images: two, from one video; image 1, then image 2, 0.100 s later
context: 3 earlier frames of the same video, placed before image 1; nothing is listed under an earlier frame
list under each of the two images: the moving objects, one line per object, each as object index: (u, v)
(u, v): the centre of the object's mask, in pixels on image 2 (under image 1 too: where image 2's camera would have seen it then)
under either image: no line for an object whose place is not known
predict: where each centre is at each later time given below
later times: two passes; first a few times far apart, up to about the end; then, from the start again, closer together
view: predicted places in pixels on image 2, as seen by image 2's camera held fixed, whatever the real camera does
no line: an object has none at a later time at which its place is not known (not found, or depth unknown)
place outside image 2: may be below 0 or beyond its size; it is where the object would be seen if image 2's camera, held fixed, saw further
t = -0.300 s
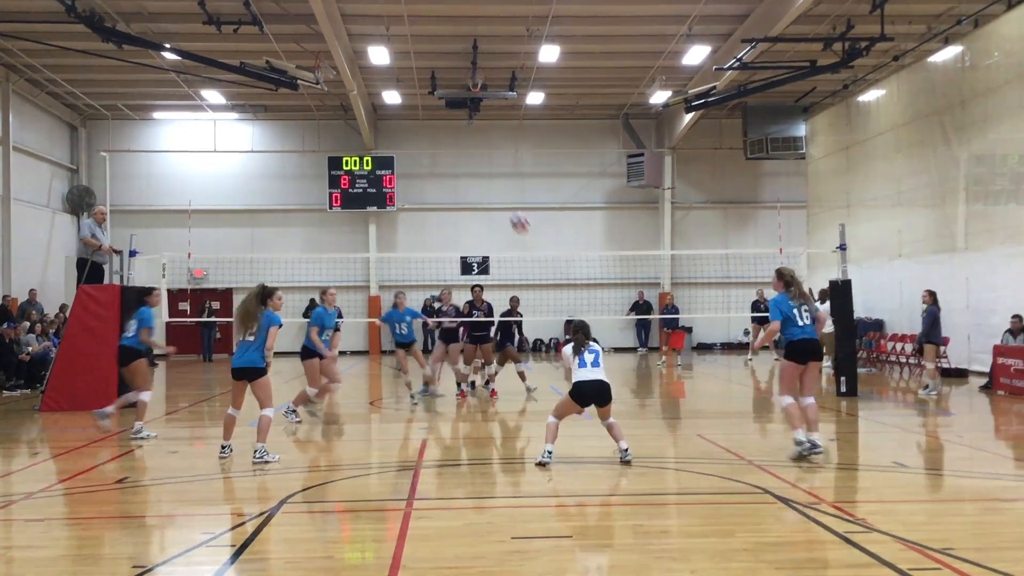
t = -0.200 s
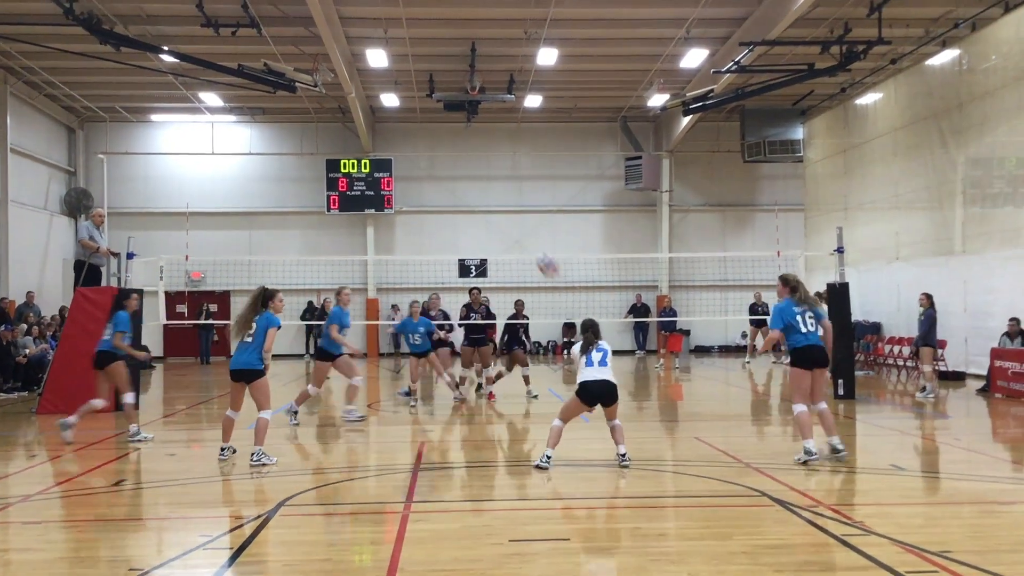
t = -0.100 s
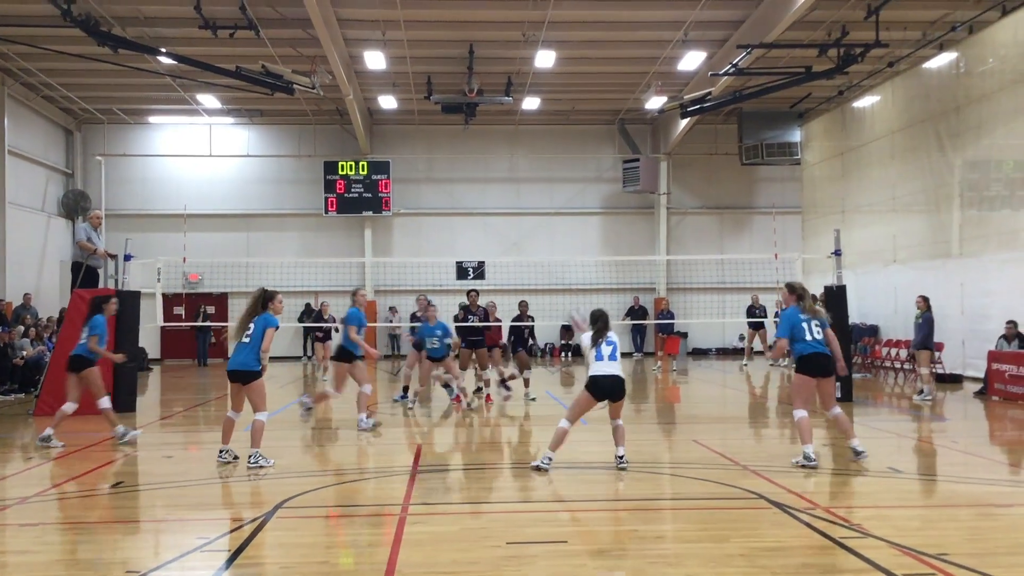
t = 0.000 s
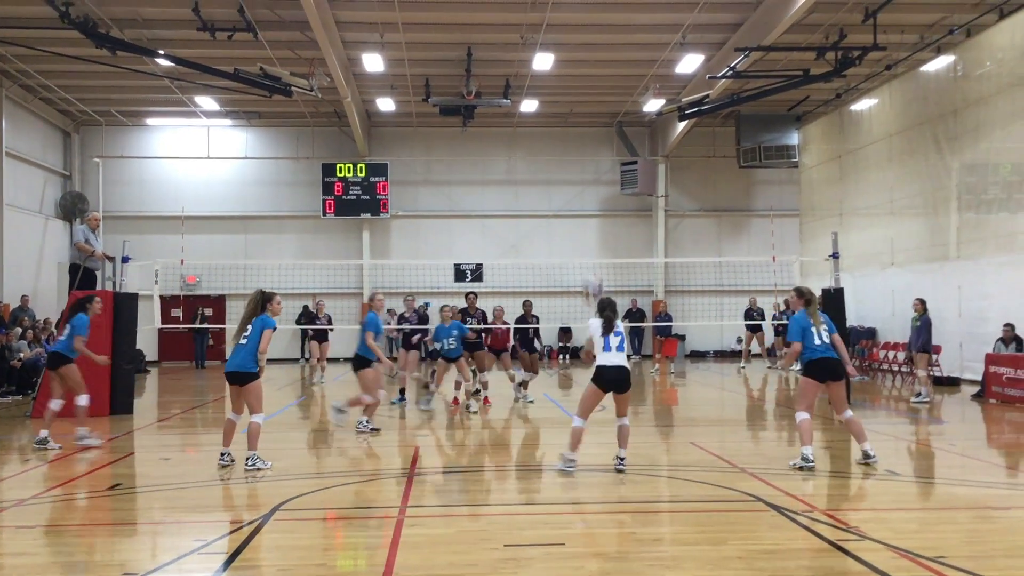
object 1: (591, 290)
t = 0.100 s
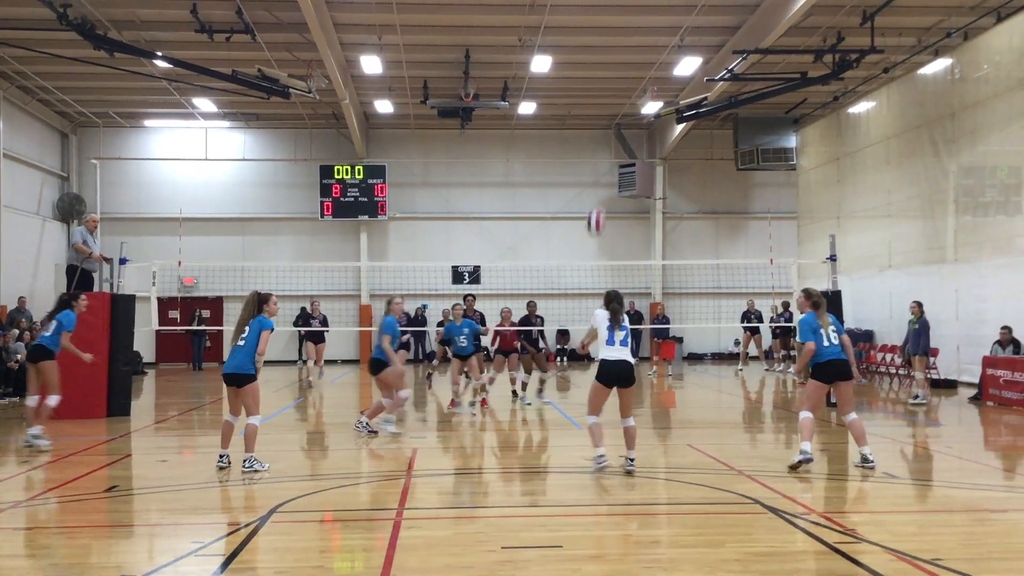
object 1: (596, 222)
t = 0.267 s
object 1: (603, 133)
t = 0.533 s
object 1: (616, 58)
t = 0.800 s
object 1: (626, 50)
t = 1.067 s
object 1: (636, 101)
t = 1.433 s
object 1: (648, 248)
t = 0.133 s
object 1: (597, 200)
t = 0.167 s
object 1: (598, 181)
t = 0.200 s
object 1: (600, 164)
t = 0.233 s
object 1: (602, 147)
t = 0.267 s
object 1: (603, 133)
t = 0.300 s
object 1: (605, 120)
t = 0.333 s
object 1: (607, 107)
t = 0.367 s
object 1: (608, 96)
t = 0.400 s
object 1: (610, 86)
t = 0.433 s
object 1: (611, 78)
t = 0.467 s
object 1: (613, 70)
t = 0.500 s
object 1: (615, 64)
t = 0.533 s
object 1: (616, 58)
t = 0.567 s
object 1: (617, 54)
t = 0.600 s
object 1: (619, 51)
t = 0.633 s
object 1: (620, 49)
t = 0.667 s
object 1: (621, 47)
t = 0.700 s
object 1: (623, 47)
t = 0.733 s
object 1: (624, 48)
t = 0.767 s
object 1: (626, 48)
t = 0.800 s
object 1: (626, 50)
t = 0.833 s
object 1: (628, 54)
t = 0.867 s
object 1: (630, 58)
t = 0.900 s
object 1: (631, 63)
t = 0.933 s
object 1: (631, 69)
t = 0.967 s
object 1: (632, 76)
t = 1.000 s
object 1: (635, 83)
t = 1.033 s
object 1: (635, 93)
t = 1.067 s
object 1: (636, 101)
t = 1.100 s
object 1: (638, 112)
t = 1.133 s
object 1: (639, 122)
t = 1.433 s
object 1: (648, 248)
